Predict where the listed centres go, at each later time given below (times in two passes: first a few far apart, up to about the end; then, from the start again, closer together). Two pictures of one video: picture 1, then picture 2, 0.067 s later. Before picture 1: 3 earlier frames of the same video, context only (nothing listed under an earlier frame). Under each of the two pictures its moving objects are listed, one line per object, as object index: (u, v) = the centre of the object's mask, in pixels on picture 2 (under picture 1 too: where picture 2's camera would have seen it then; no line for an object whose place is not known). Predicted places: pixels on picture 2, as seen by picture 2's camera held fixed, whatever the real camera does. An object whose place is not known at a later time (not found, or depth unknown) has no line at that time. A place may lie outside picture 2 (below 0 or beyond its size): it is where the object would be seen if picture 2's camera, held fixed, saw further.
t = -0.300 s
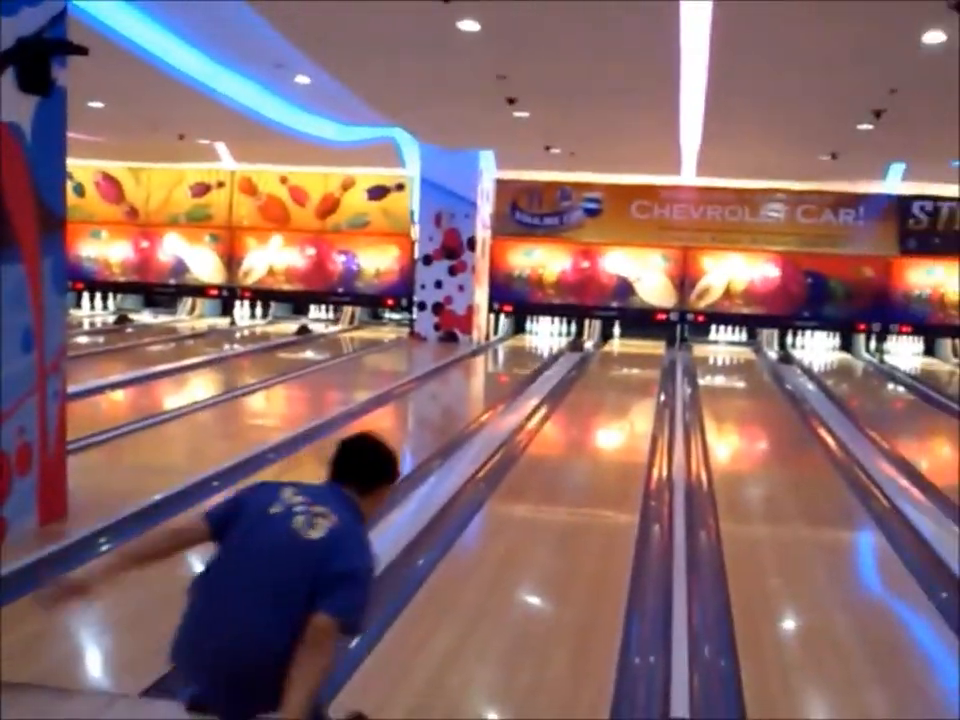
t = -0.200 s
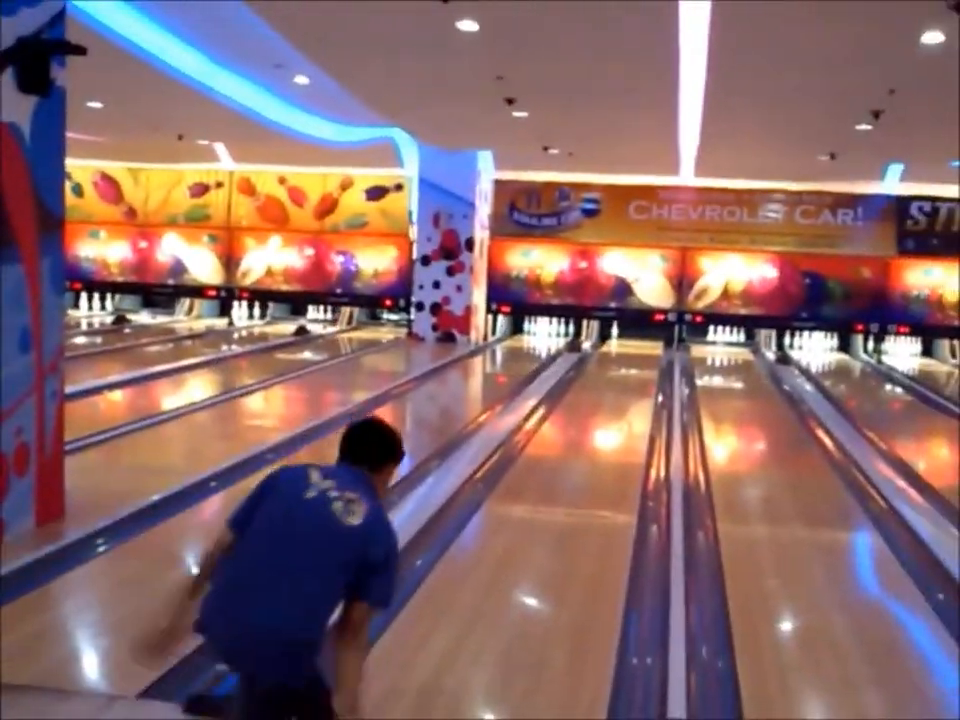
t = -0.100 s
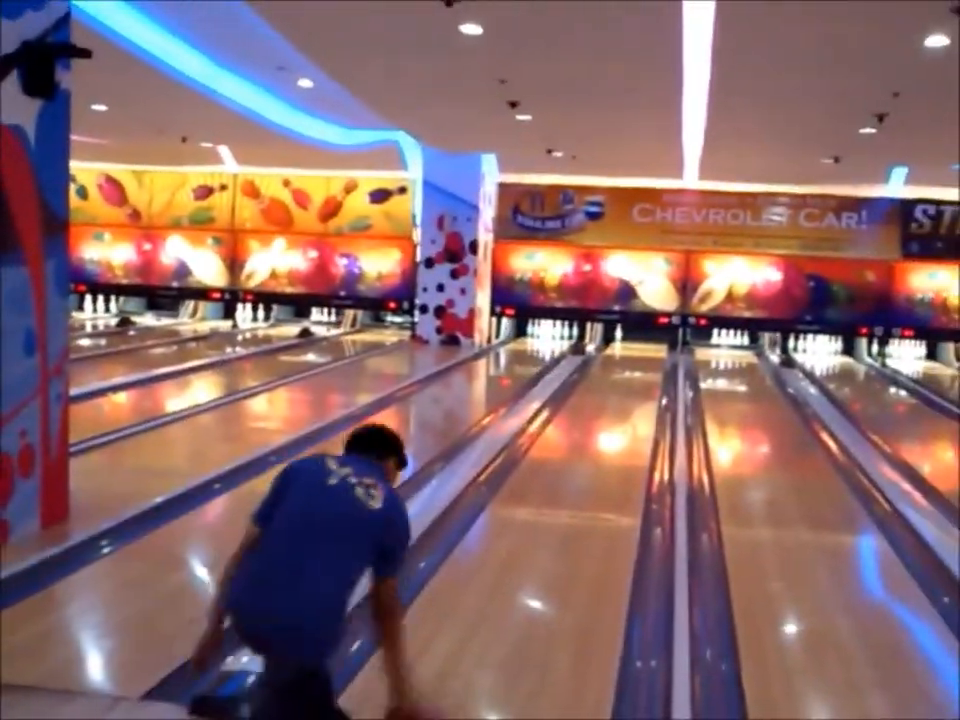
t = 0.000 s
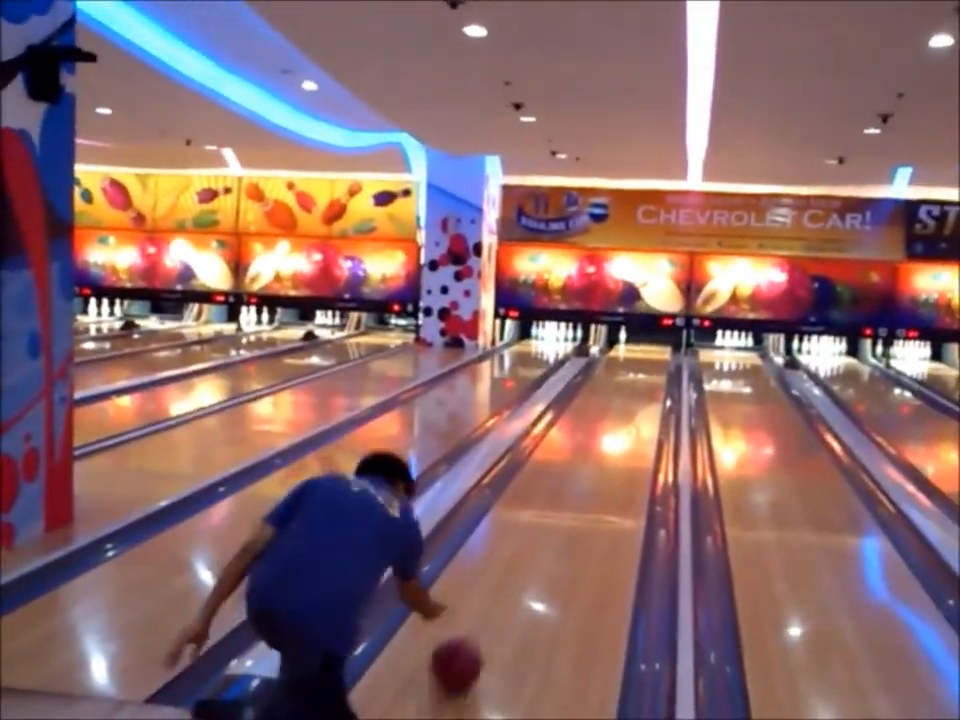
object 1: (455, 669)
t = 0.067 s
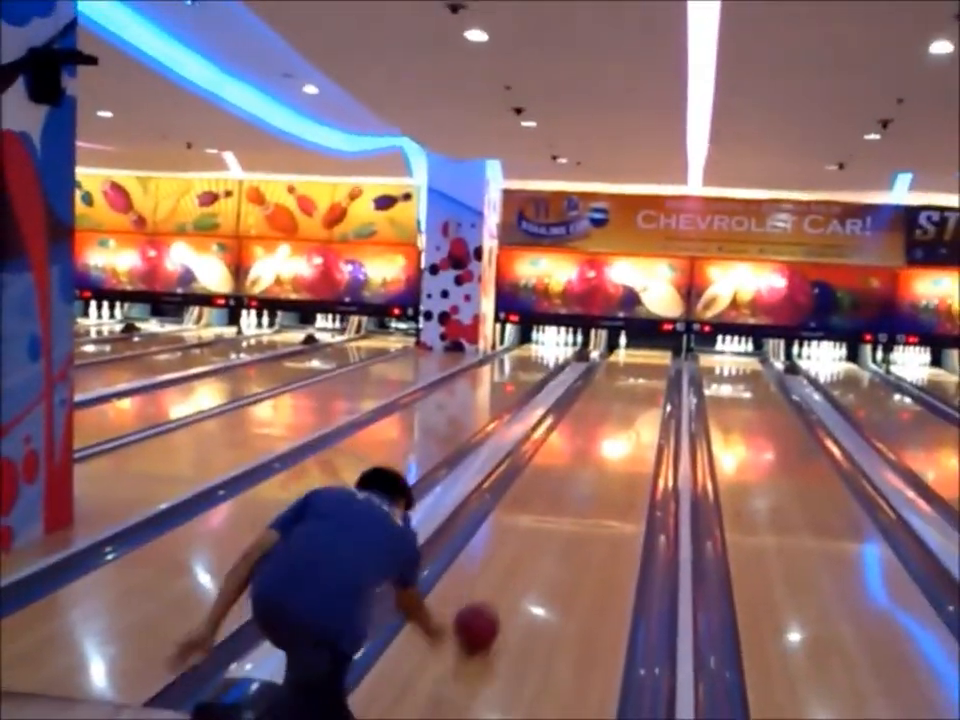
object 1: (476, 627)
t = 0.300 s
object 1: (523, 528)
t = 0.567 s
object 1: (554, 465)
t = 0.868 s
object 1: (575, 424)
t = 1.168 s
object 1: (589, 397)
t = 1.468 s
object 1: (600, 378)
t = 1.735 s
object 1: (607, 365)
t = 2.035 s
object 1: (613, 352)
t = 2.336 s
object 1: (616, 347)
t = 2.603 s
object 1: (623, 341)
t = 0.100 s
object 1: (484, 608)
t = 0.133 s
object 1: (493, 591)
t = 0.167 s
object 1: (500, 576)
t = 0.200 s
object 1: (506, 562)
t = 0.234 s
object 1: (512, 549)
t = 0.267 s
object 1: (518, 539)
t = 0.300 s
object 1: (523, 528)
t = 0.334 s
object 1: (528, 518)
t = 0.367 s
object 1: (532, 508)
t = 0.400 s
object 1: (536, 500)
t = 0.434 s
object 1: (540, 493)
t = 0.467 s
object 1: (544, 486)
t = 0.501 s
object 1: (548, 478)
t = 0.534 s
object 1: (551, 471)
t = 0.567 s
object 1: (554, 465)
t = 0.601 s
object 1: (556, 459)
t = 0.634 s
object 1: (559, 454)
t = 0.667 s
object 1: (562, 449)
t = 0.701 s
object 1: (564, 444)
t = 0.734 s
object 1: (567, 439)
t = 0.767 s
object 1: (568, 435)
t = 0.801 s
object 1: (571, 431)
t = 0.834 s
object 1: (573, 428)
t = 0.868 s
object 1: (575, 424)
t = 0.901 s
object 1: (578, 420)
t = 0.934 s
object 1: (579, 418)
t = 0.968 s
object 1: (581, 414)
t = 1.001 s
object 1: (582, 410)
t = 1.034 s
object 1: (583, 408)
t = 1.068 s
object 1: (585, 405)
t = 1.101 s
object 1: (586, 402)
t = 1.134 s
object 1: (588, 399)
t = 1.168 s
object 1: (589, 397)
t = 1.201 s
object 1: (591, 394)
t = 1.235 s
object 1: (592, 392)
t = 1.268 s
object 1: (593, 390)
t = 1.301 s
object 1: (594, 387)
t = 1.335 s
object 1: (596, 386)
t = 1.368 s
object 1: (597, 384)
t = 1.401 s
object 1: (598, 382)
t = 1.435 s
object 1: (599, 380)
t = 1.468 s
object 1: (600, 378)
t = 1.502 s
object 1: (601, 376)
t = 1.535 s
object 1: (602, 374)
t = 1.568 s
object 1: (603, 372)
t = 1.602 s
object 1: (603, 370)
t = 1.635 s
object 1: (604, 370)
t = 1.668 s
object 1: (604, 369)
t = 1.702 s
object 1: (606, 367)
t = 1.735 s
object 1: (607, 365)
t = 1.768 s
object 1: (608, 363)
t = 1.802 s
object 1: (609, 362)
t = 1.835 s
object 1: (610, 361)
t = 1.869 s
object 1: (610, 360)
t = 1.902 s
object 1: (611, 359)
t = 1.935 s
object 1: (611, 358)
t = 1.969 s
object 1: (612, 356)
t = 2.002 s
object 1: (613, 354)
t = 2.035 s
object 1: (613, 352)
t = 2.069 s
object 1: (613, 352)
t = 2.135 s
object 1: (614, 351)
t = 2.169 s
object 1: (614, 350)
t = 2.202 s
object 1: (614, 349)
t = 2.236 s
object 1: (615, 349)
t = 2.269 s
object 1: (615, 349)
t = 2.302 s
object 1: (616, 348)
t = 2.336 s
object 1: (616, 347)
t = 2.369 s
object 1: (617, 346)
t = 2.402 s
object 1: (618, 345)
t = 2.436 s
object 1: (619, 344)
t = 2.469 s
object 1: (621, 343)
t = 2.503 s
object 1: (621, 343)
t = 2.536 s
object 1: (623, 342)
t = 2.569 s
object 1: (623, 342)
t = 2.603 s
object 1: (623, 341)
